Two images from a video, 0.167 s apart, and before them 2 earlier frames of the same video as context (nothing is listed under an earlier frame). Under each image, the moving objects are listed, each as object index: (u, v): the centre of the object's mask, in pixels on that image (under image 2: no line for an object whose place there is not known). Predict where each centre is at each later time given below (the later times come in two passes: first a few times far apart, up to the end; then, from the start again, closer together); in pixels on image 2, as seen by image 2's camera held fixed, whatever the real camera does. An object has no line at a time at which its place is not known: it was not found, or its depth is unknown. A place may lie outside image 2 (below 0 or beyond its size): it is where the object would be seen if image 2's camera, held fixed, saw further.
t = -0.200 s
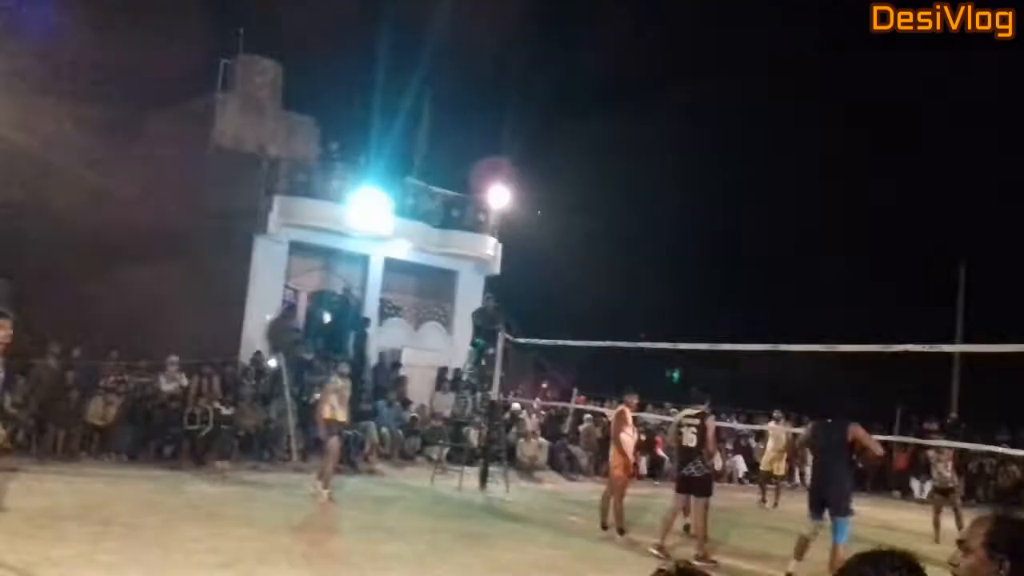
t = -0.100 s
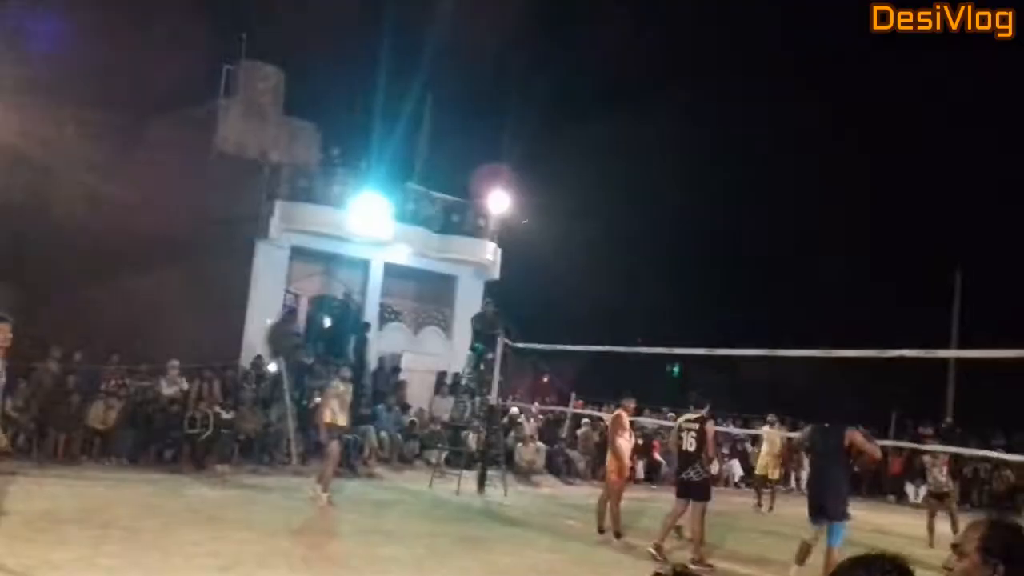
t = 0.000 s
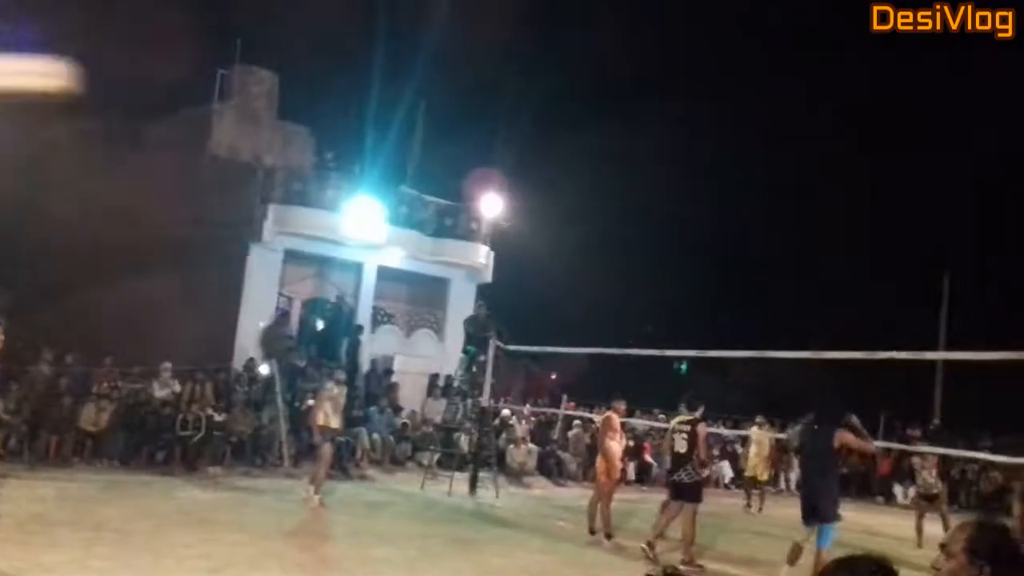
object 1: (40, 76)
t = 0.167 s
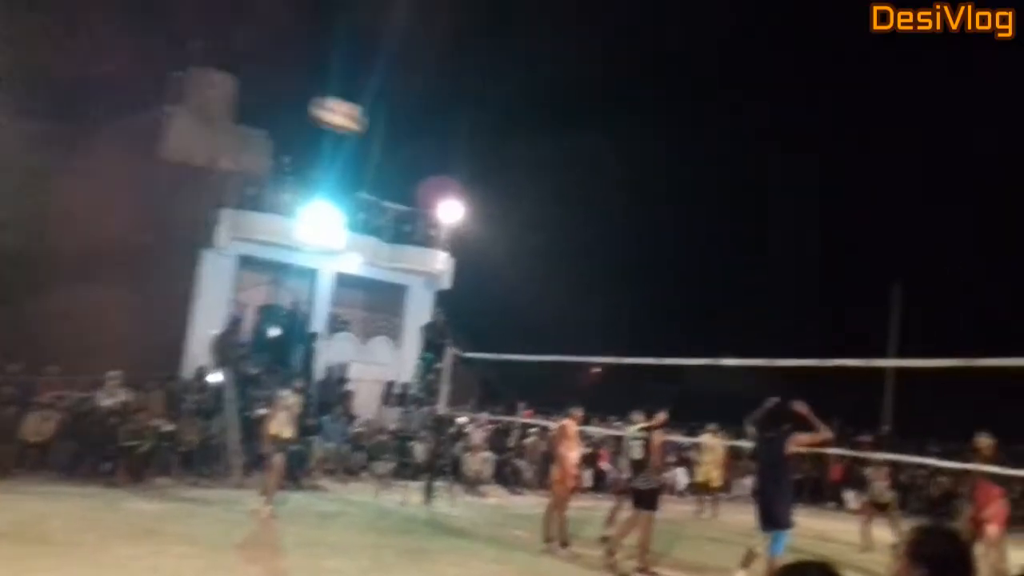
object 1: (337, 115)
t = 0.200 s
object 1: (382, 124)
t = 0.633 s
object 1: (666, 271)
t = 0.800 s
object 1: (712, 332)
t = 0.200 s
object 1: (382, 124)
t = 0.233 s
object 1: (422, 134)
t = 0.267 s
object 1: (457, 144)
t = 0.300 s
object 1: (487, 154)
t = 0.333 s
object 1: (515, 165)
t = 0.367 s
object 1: (539, 175)
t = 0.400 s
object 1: (561, 187)
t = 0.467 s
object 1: (599, 210)
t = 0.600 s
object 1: (657, 259)
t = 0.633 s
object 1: (666, 271)
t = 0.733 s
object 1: (697, 306)
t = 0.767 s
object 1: (705, 320)
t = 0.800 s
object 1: (712, 332)
